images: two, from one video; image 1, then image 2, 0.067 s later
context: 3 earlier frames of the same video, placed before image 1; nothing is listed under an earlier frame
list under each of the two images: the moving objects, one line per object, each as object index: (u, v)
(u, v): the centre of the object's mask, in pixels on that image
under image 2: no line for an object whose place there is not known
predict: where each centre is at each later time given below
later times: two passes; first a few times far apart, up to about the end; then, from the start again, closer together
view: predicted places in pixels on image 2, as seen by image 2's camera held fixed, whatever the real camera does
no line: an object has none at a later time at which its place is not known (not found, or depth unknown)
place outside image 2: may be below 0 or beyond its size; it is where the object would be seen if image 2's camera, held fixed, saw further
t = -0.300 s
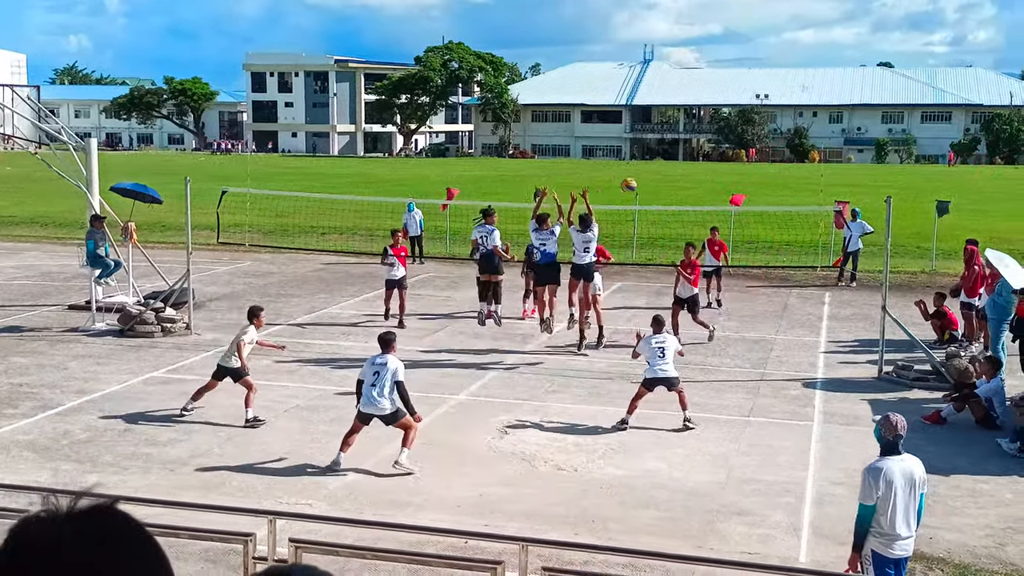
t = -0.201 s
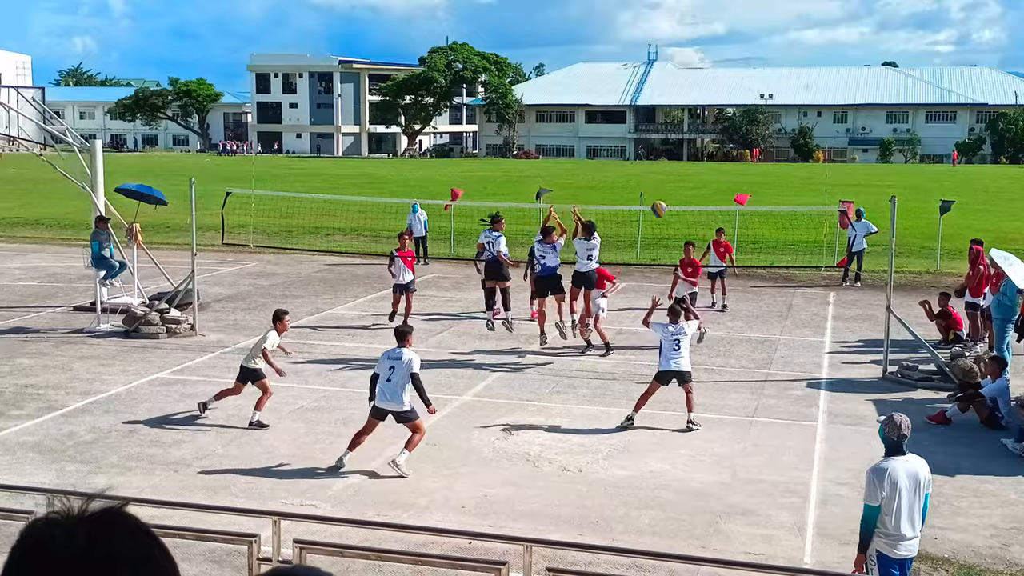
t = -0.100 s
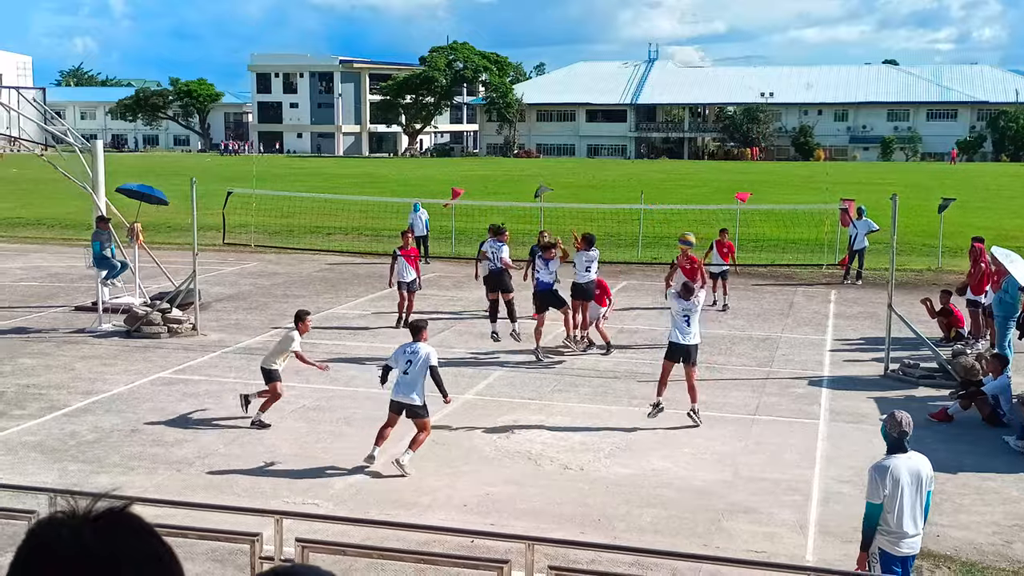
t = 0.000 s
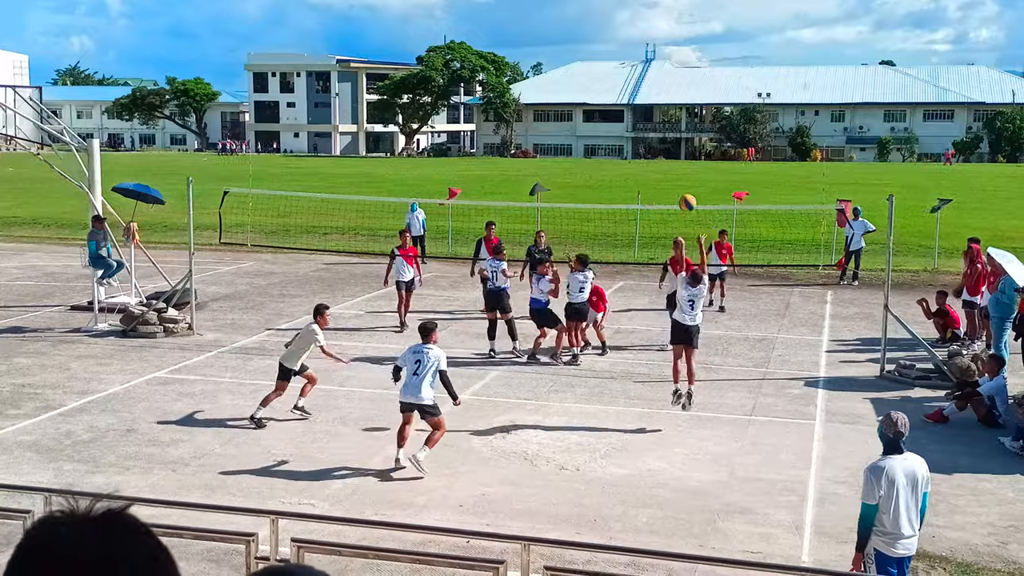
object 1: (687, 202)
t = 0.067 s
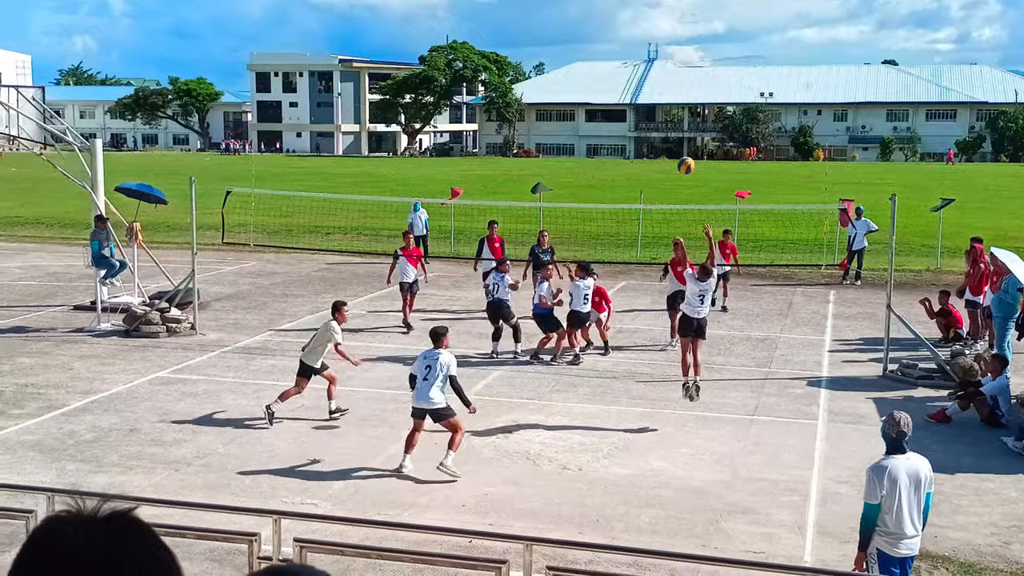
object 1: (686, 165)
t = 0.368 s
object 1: (666, 49)
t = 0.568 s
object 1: (654, 16)
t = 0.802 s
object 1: (639, 18)
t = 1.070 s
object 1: (625, 68)
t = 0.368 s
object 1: (666, 49)
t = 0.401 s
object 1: (664, 41)
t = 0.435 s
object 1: (662, 34)
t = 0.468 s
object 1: (660, 28)
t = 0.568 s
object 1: (654, 16)
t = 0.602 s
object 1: (651, 13)
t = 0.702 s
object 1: (645, 12)
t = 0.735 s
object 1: (643, 13)
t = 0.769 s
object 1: (642, 15)
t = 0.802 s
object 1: (639, 18)
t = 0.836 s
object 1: (638, 21)
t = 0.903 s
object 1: (633, 31)
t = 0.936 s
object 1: (631, 37)
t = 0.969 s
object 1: (630, 44)
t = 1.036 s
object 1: (627, 59)
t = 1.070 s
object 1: (625, 68)
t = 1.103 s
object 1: (622, 78)
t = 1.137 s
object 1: (620, 88)
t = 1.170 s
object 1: (618, 99)
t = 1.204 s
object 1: (618, 111)
